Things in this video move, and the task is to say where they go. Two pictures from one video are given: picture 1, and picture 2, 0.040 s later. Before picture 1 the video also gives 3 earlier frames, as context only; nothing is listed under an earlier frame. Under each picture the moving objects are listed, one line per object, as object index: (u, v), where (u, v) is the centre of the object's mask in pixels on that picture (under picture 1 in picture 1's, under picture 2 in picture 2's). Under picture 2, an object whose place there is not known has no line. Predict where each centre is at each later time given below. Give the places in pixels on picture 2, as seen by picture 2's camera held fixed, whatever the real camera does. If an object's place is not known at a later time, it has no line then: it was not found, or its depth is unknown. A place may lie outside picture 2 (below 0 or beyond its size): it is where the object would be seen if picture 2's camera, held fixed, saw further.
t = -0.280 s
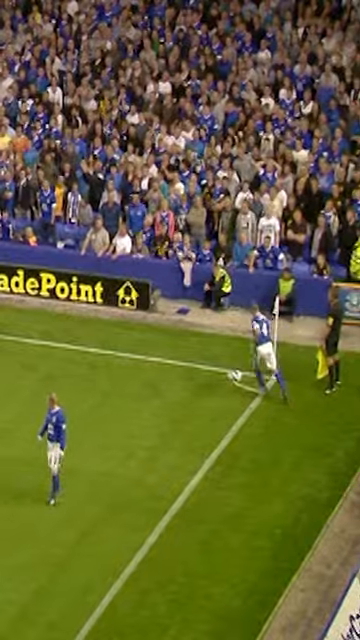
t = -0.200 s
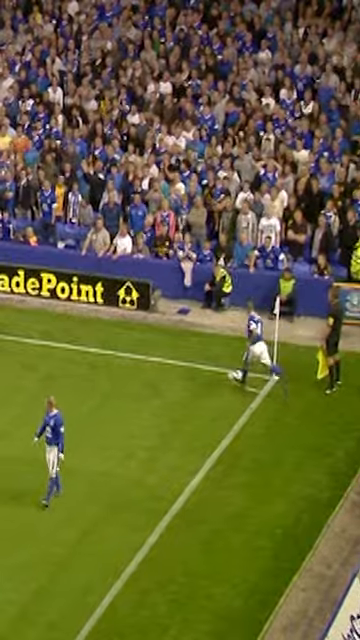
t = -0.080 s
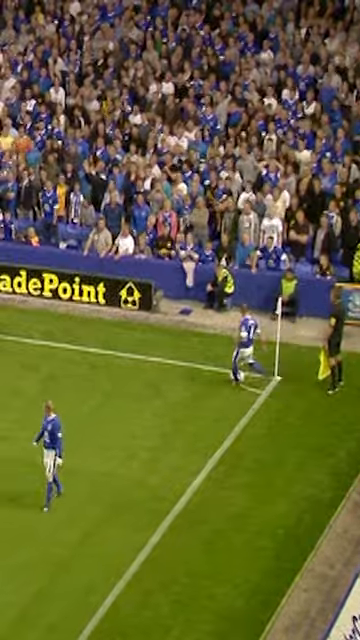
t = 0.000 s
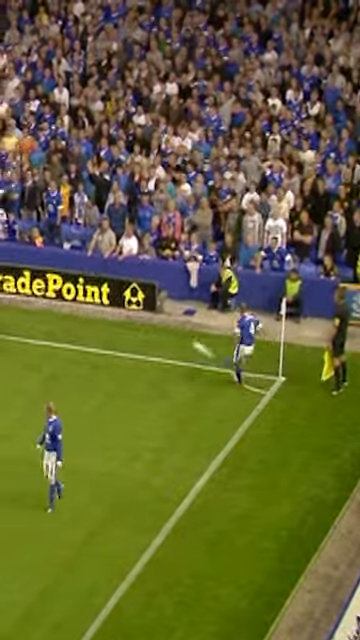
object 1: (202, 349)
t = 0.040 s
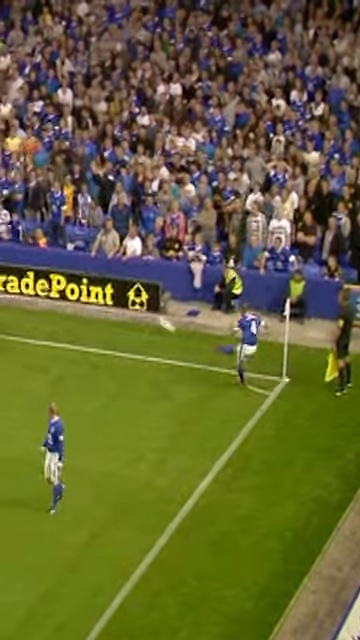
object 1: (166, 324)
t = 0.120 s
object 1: (85, 276)
